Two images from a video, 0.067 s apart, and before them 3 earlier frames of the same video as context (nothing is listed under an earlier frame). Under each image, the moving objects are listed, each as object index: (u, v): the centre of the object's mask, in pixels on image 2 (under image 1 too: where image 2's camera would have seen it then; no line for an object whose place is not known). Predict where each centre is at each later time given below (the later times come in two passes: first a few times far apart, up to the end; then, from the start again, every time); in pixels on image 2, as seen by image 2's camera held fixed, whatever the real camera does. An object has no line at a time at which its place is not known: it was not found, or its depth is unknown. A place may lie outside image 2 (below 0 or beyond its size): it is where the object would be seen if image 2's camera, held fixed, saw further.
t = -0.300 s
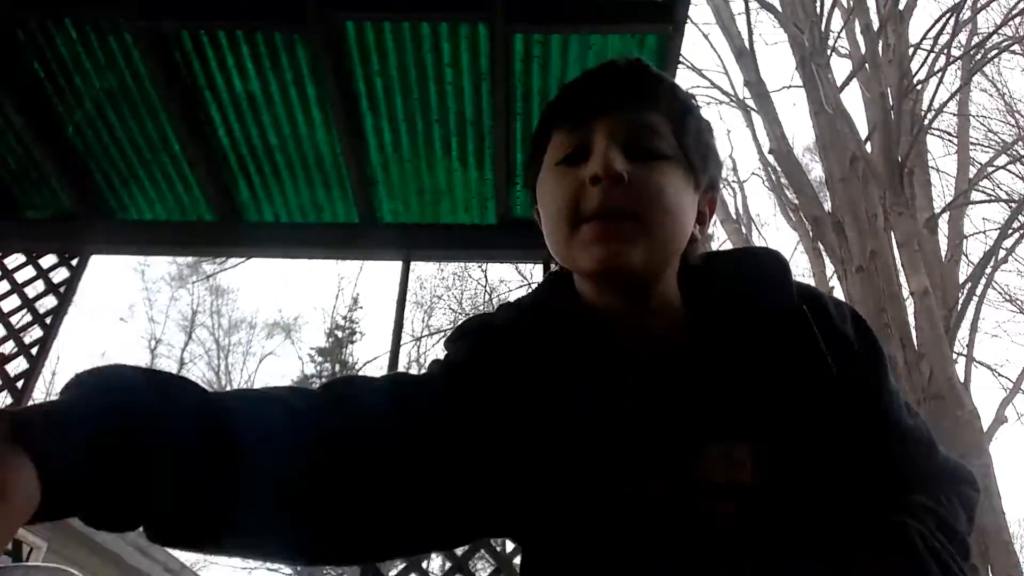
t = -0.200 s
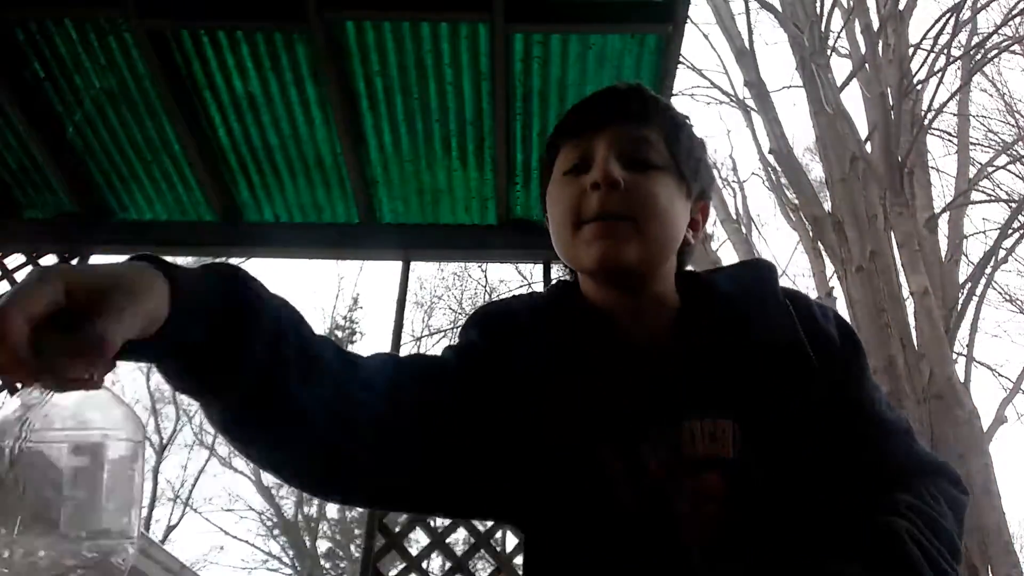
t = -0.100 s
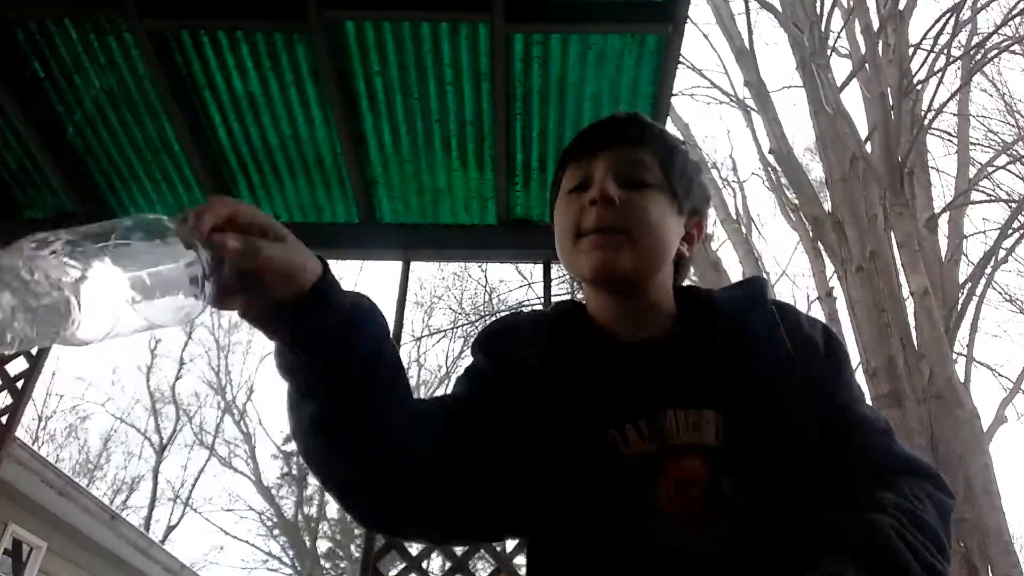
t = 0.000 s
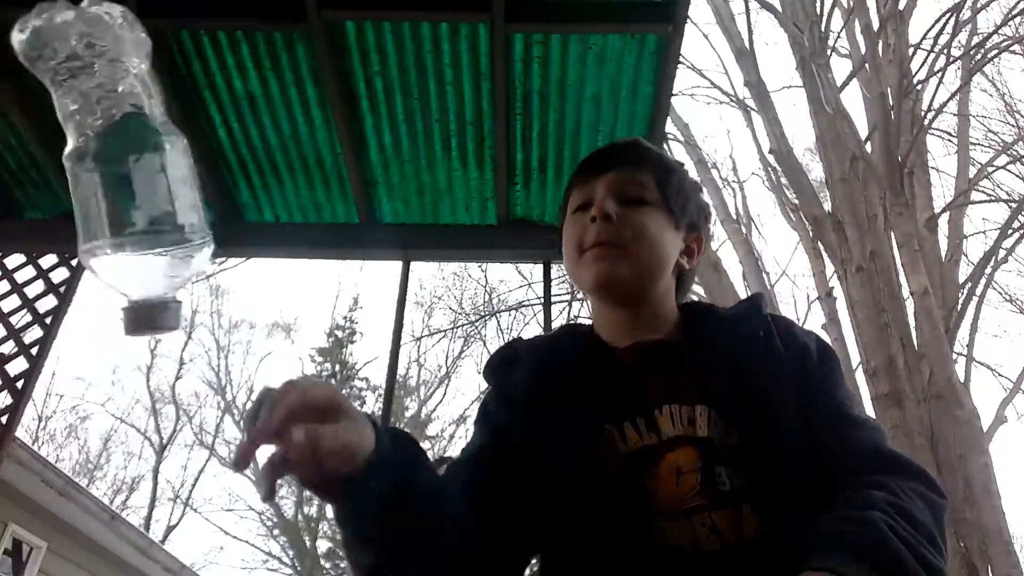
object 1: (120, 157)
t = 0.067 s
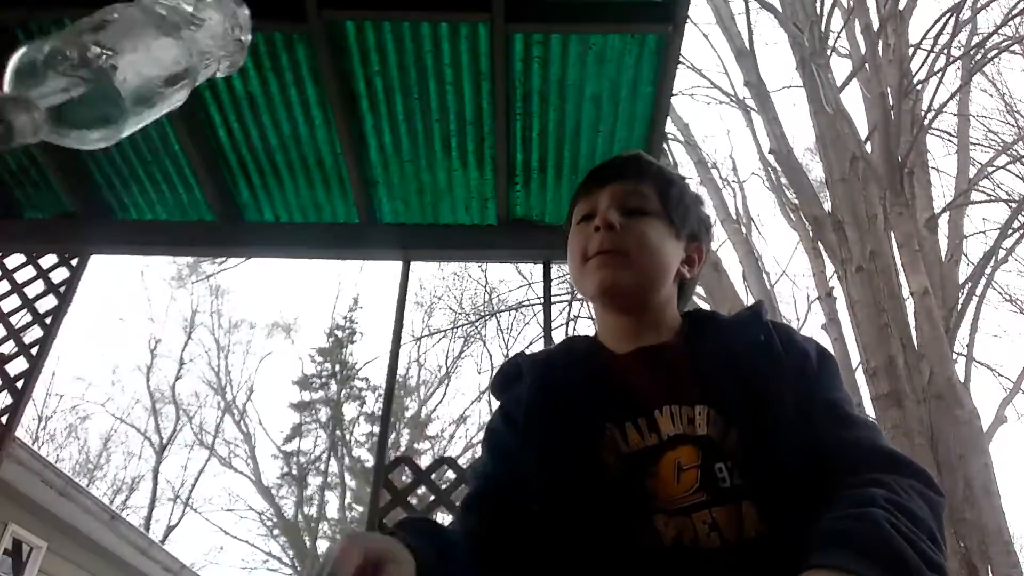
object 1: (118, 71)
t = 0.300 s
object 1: (263, 171)
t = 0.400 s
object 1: (307, 507)
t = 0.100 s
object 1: (151, 39)
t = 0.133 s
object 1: (208, 41)
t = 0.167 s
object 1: (234, 55)
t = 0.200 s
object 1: (245, 71)
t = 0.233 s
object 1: (251, 92)
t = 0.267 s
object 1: (256, 121)
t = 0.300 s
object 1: (263, 171)
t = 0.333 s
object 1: (264, 273)
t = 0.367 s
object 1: (253, 416)
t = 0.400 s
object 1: (307, 507)
